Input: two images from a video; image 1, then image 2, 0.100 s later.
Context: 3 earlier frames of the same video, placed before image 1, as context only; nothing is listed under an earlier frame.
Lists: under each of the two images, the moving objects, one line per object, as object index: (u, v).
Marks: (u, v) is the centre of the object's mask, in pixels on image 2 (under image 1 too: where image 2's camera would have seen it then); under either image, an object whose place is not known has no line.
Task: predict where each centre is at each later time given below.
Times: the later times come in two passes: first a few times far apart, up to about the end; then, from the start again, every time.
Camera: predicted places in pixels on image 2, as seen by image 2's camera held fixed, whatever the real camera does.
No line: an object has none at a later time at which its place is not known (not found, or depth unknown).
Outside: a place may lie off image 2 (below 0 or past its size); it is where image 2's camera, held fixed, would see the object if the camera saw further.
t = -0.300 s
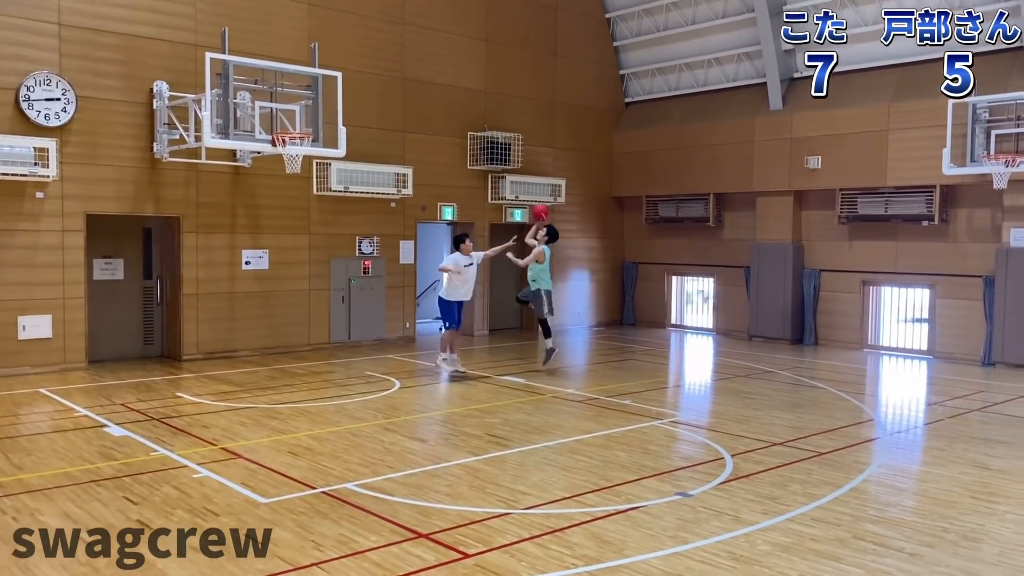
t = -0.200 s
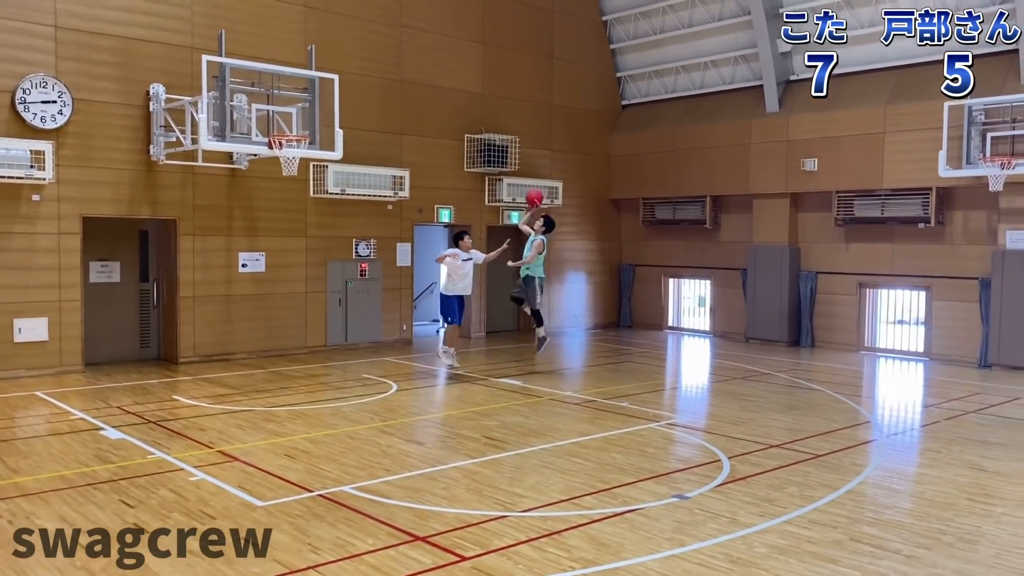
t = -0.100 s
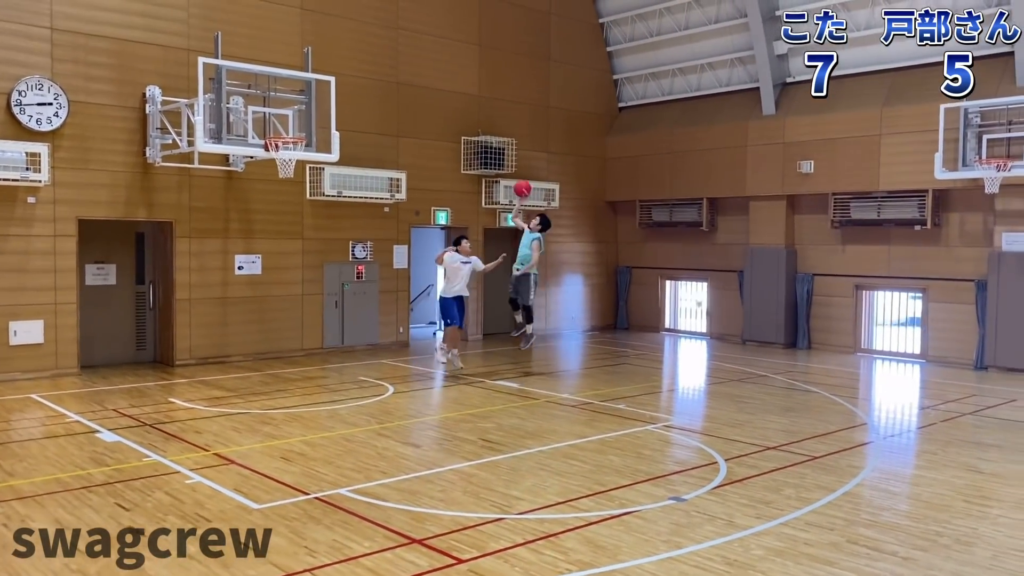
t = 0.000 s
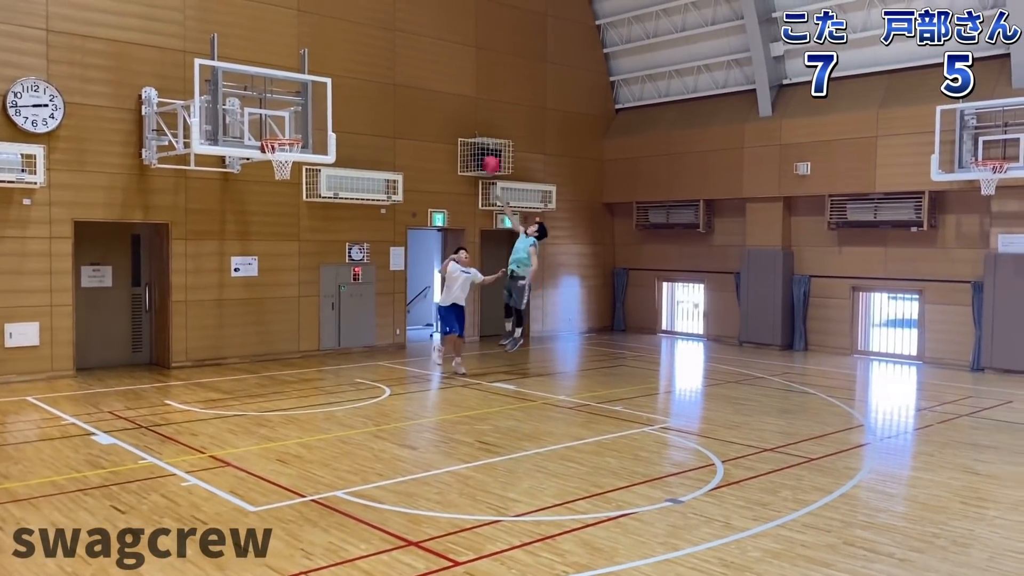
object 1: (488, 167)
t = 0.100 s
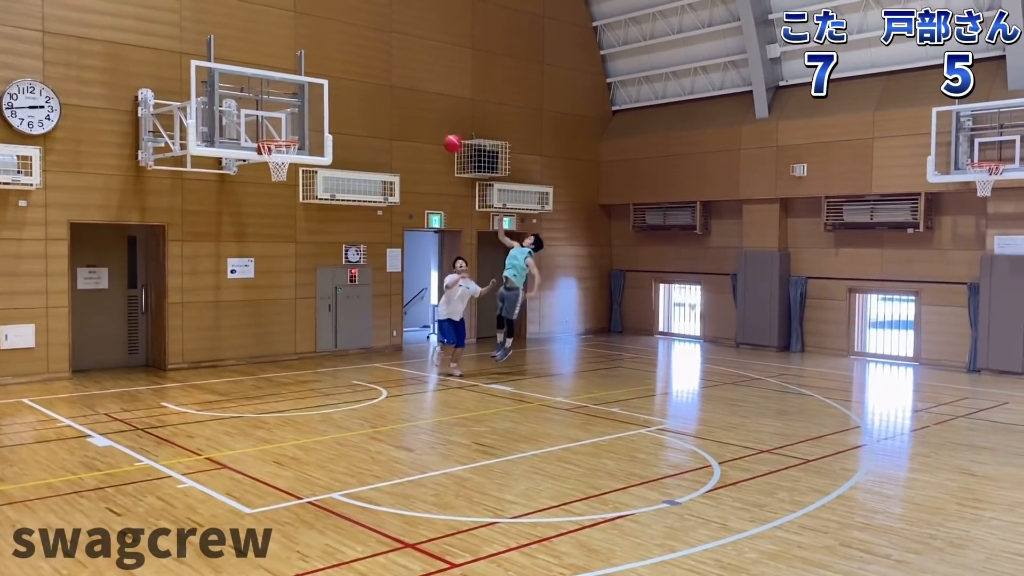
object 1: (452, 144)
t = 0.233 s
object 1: (404, 123)
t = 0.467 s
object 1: (316, 119)
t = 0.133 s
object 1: (440, 137)
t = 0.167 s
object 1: (428, 132)
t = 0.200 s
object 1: (417, 127)
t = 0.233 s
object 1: (404, 123)
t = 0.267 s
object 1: (392, 120)
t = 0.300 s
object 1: (380, 118)
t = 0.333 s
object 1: (368, 116)
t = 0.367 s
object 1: (355, 116)
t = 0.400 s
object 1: (343, 116)
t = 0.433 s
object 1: (330, 117)
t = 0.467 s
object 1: (316, 119)
